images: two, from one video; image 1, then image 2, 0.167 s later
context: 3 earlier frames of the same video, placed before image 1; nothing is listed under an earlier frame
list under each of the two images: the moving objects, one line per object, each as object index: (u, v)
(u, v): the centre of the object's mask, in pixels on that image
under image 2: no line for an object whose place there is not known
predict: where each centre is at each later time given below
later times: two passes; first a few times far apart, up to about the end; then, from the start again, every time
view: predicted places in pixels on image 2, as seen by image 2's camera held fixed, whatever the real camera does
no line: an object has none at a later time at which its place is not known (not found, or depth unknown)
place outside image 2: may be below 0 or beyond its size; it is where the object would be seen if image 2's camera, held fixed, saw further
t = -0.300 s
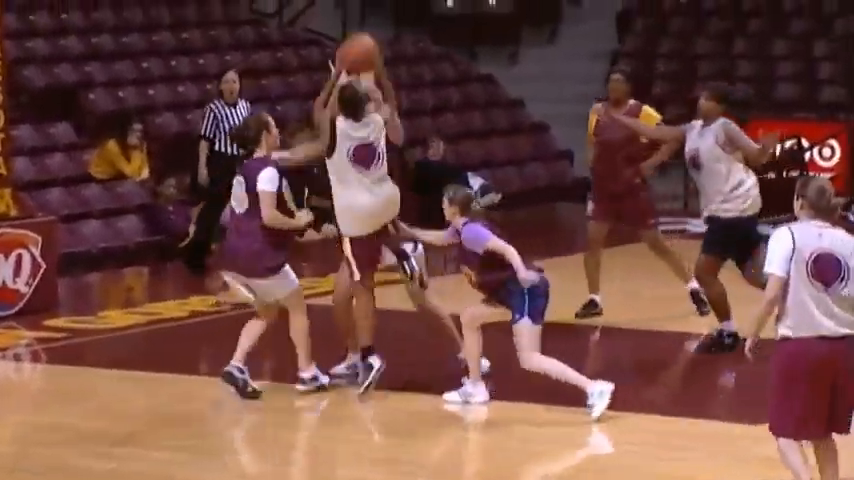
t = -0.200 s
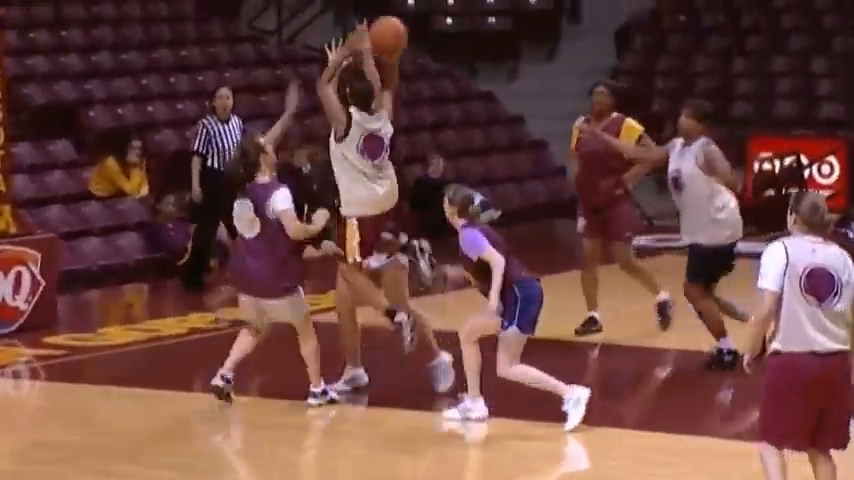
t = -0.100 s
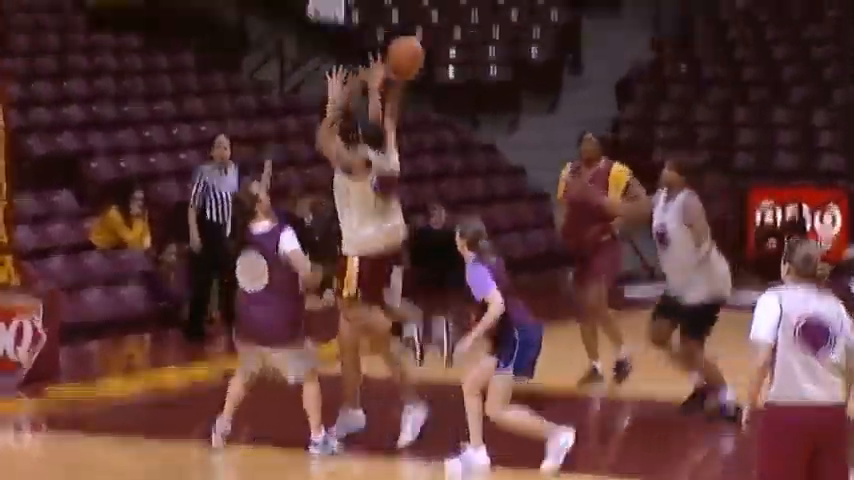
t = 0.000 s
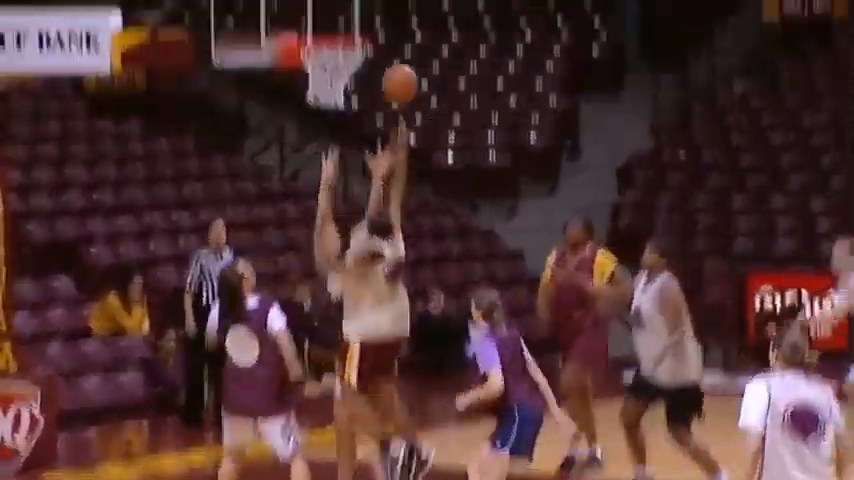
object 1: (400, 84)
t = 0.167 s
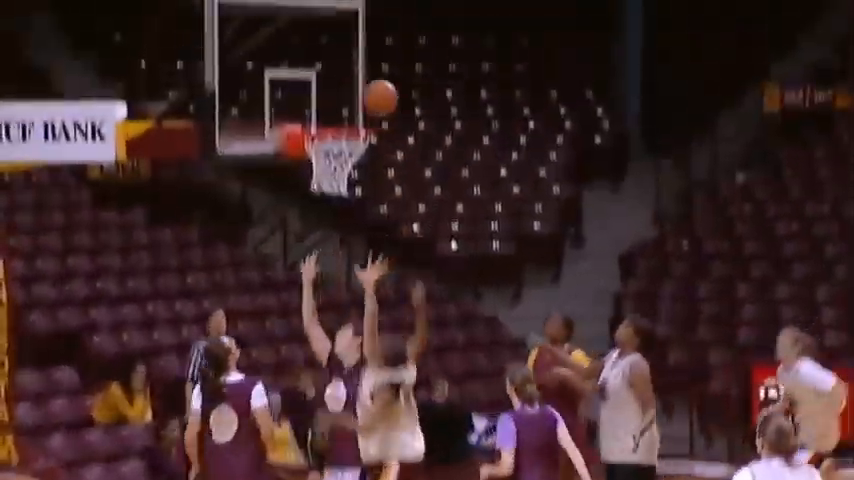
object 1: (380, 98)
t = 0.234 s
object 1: (373, 81)
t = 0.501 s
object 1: (340, 80)
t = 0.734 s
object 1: (329, 89)
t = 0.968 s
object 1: (369, 91)
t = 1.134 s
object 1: (398, 141)
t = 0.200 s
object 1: (376, 88)
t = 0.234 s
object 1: (373, 81)
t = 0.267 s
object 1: (368, 75)
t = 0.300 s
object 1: (363, 71)
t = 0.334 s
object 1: (359, 68)
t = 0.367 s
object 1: (355, 67)
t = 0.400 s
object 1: (351, 68)
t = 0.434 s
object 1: (347, 70)
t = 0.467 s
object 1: (343, 74)
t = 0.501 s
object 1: (340, 80)
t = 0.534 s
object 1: (335, 87)
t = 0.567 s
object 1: (332, 95)
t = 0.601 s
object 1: (329, 106)
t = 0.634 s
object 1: (326, 113)
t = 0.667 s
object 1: (326, 103)
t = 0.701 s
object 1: (326, 96)
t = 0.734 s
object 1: (329, 89)
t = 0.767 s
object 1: (334, 84)
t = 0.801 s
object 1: (340, 81)
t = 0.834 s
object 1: (346, 80)
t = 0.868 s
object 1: (352, 80)
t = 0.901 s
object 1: (357, 82)
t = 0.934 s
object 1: (364, 86)
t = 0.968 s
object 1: (369, 91)
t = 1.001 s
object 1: (374, 98)
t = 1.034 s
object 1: (381, 106)
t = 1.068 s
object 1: (387, 116)
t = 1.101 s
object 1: (393, 126)
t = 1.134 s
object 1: (398, 141)
